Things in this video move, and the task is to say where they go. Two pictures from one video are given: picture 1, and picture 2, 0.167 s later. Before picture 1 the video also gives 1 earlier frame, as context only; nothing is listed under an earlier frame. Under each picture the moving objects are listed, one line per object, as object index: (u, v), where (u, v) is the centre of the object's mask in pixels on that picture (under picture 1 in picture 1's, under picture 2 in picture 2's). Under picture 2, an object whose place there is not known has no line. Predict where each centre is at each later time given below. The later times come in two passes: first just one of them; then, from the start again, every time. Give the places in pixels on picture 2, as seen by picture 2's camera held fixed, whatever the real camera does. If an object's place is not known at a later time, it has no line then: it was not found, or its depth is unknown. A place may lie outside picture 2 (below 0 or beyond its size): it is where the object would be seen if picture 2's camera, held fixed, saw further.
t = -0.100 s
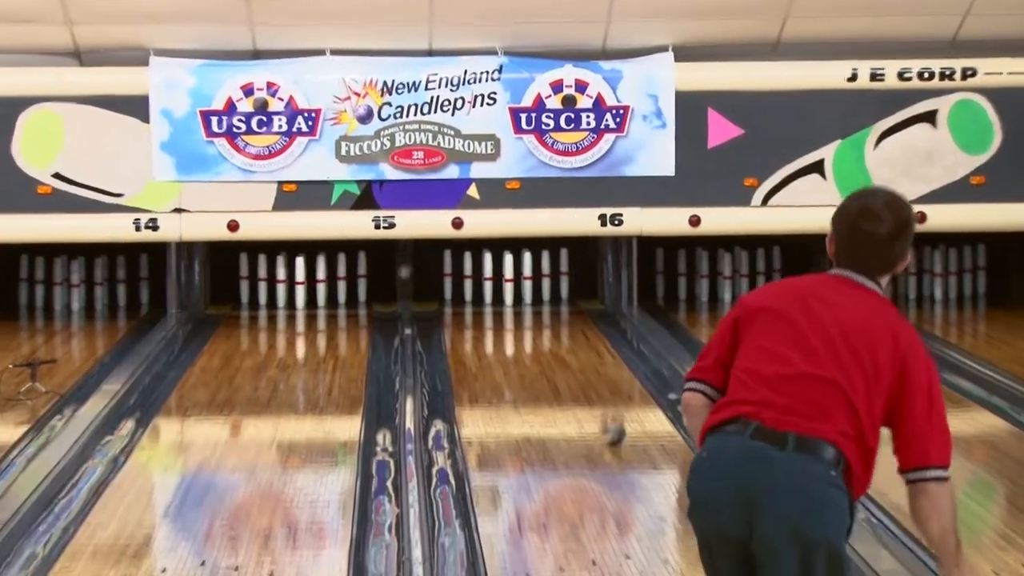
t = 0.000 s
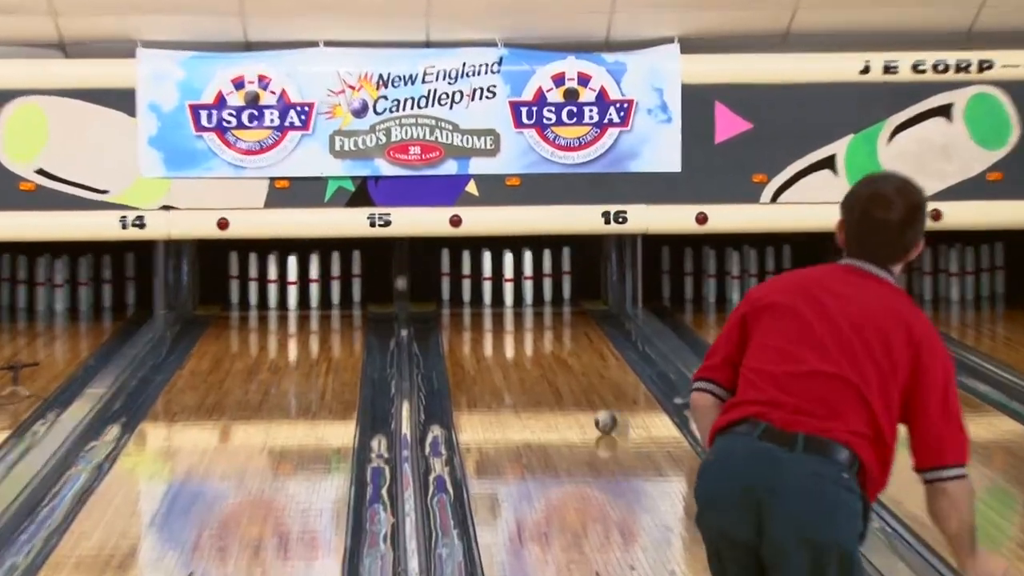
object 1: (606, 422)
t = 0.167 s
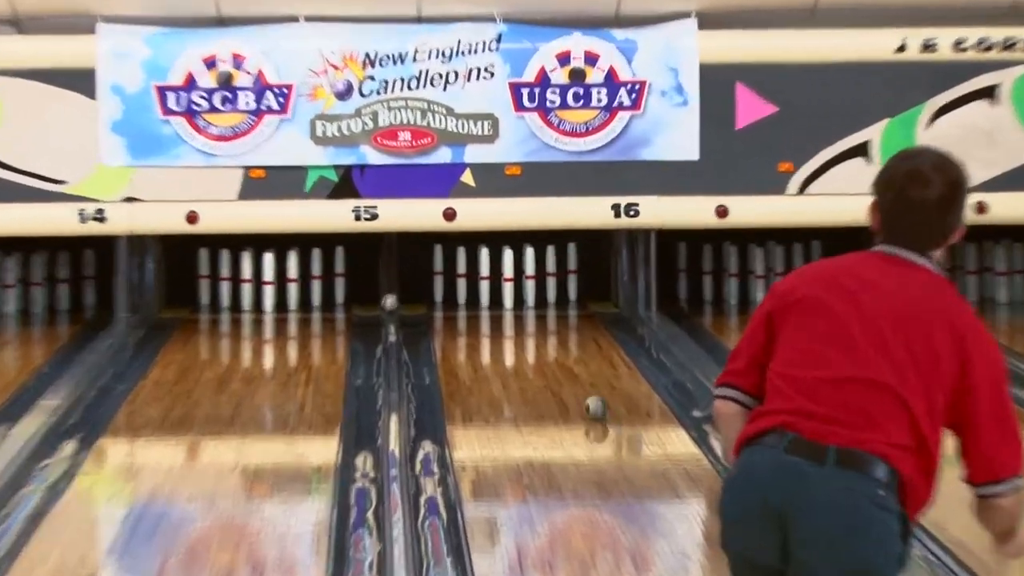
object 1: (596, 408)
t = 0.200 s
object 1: (592, 402)
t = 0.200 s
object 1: (592, 402)
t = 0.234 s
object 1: (588, 397)
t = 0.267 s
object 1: (585, 392)
